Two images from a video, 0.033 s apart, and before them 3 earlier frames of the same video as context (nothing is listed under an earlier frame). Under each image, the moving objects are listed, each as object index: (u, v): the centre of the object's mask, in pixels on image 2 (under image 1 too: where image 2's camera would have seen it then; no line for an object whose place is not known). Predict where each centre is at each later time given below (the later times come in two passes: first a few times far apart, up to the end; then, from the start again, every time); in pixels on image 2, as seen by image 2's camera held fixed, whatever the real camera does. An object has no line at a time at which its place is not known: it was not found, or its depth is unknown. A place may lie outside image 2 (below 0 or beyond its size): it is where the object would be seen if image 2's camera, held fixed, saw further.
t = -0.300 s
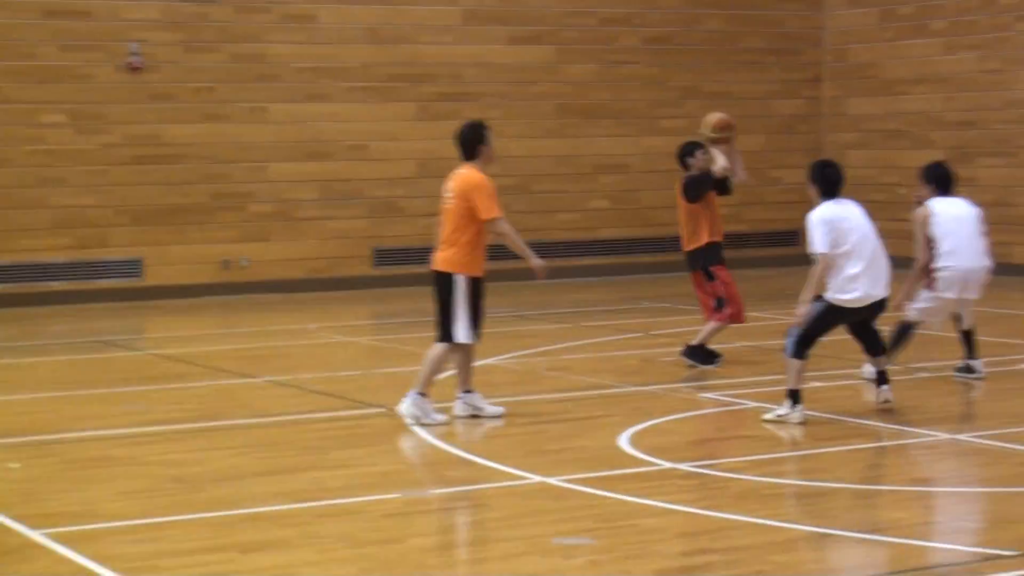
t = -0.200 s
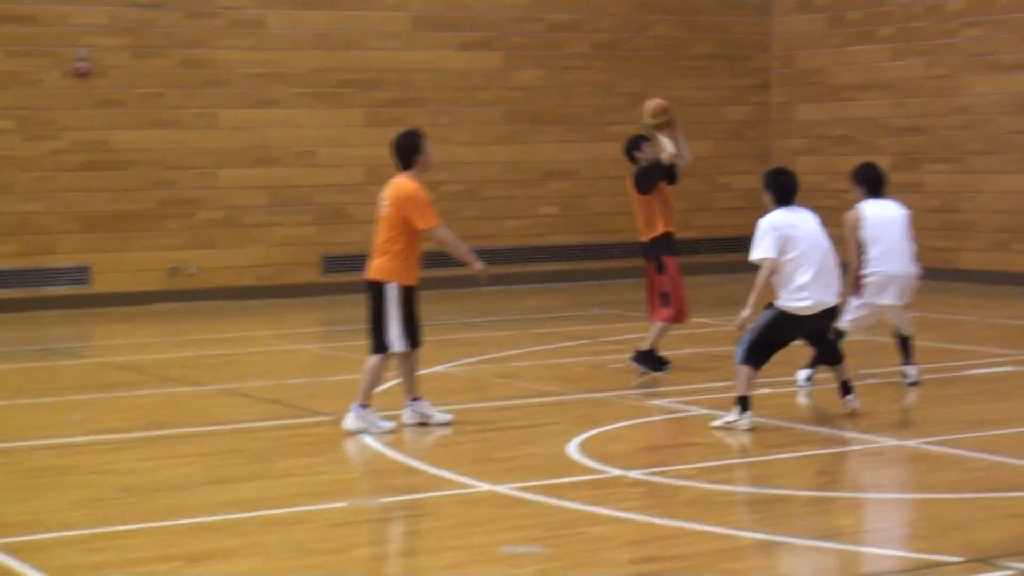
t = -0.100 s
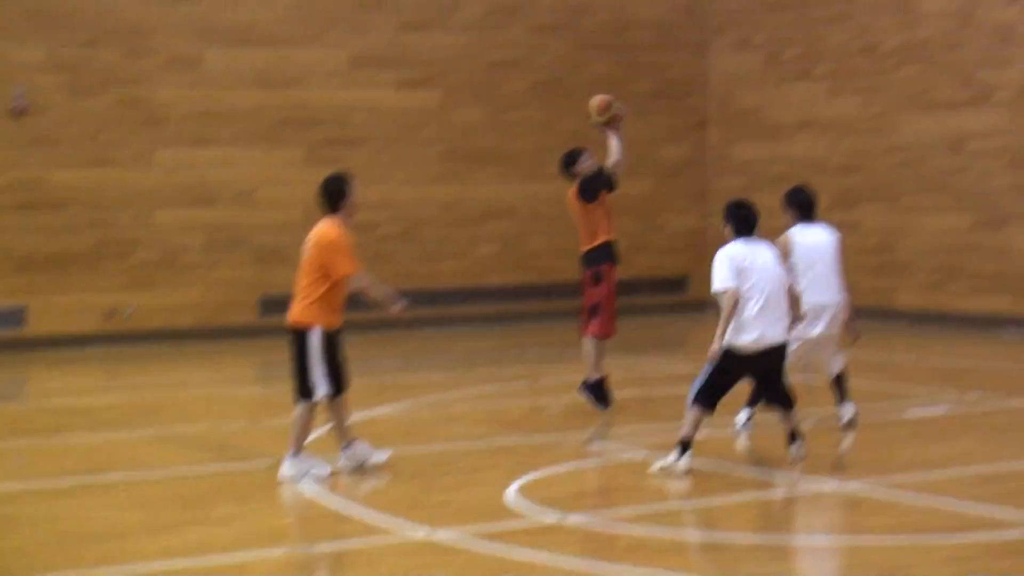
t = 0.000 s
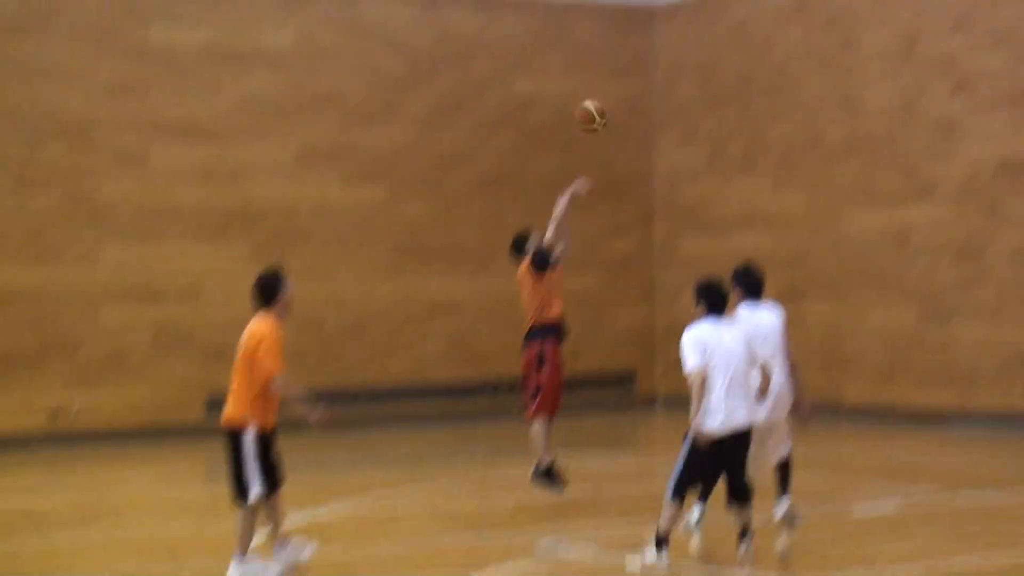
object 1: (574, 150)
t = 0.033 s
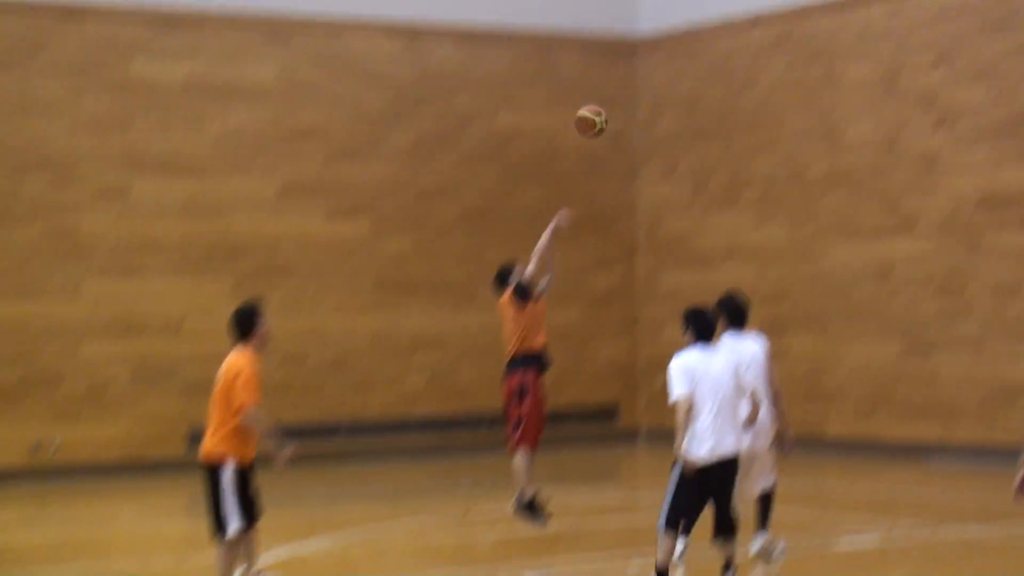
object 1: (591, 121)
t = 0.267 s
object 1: (713, -44)
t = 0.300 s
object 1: (731, -63)
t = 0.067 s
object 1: (608, 93)
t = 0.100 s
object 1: (626, 67)
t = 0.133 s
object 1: (645, 42)
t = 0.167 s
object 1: (660, 19)
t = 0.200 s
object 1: (678, -4)
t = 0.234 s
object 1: (695, -25)
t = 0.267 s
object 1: (713, -44)
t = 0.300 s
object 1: (731, -63)
